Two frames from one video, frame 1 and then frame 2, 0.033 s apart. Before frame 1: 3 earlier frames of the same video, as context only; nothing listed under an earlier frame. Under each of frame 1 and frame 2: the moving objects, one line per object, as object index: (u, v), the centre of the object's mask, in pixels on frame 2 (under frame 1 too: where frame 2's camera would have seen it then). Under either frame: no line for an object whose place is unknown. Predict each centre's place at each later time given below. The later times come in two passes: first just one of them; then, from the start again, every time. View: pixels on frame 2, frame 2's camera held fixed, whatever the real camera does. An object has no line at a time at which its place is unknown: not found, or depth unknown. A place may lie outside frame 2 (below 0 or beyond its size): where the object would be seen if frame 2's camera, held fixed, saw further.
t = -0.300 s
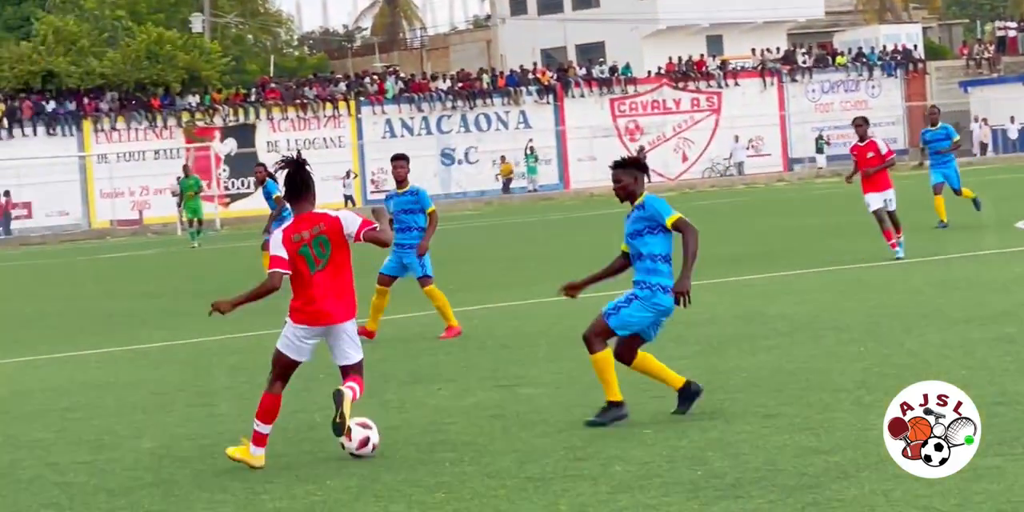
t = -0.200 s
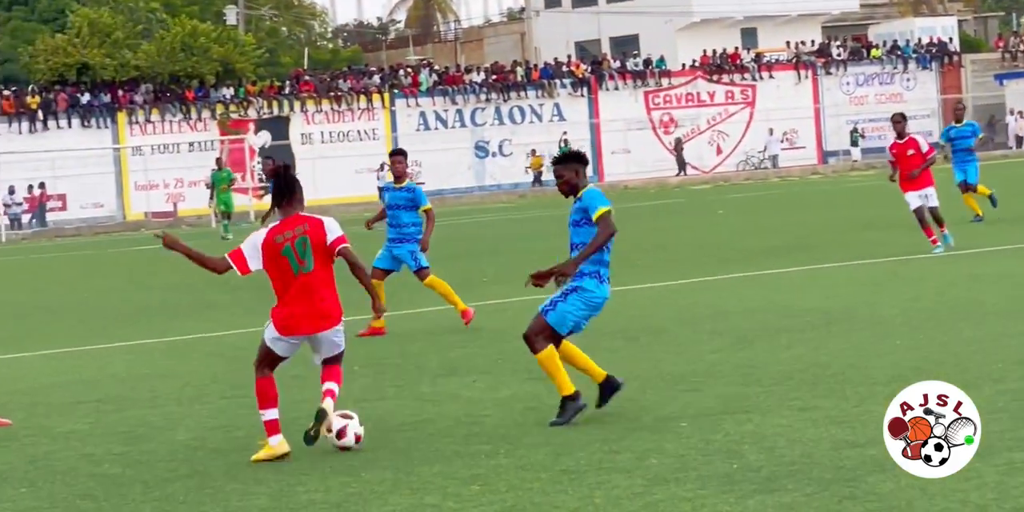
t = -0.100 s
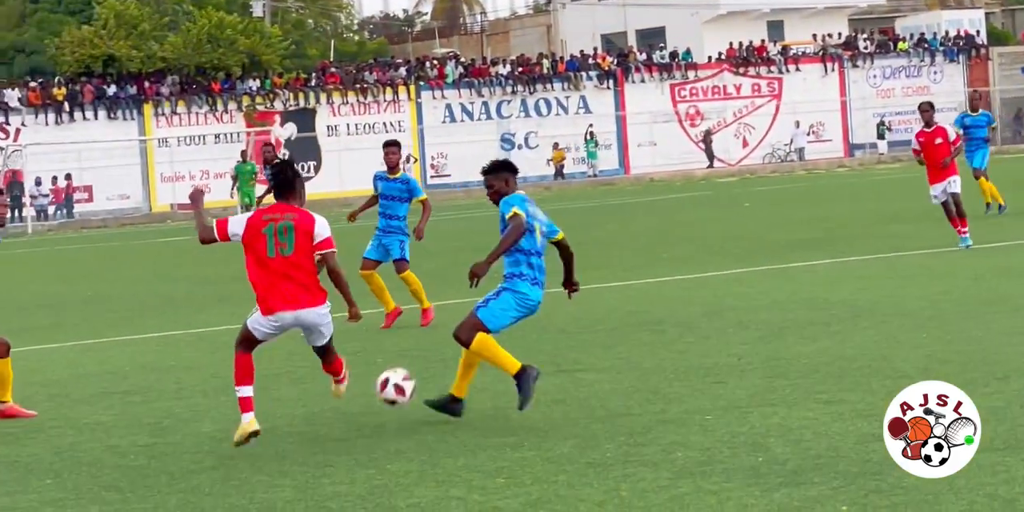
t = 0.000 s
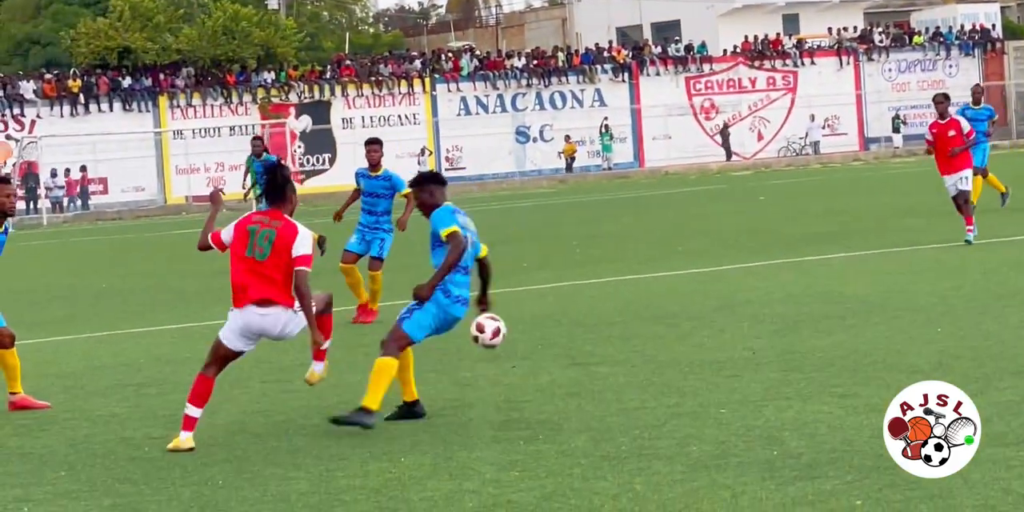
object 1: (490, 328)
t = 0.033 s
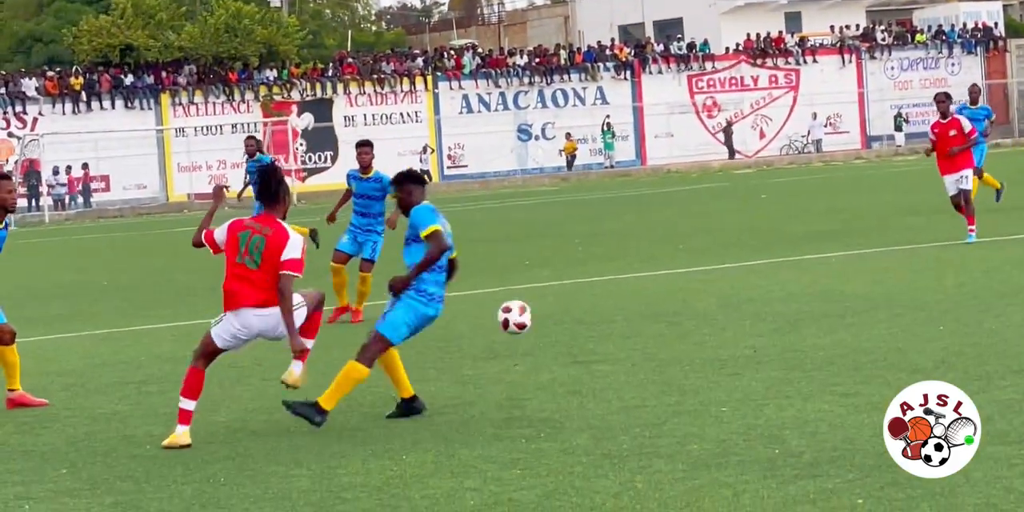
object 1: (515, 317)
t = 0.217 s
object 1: (635, 287)
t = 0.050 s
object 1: (527, 312)
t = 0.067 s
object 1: (538, 307)
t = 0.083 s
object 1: (550, 303)
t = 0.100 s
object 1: (561, 299)
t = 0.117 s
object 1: (572, 297)
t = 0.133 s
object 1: (583, 294)
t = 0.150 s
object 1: (594, 292)
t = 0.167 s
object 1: (605, 289)
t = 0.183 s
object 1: (615, 288)
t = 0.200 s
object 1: (625, 287)
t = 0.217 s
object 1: (635, 287)
